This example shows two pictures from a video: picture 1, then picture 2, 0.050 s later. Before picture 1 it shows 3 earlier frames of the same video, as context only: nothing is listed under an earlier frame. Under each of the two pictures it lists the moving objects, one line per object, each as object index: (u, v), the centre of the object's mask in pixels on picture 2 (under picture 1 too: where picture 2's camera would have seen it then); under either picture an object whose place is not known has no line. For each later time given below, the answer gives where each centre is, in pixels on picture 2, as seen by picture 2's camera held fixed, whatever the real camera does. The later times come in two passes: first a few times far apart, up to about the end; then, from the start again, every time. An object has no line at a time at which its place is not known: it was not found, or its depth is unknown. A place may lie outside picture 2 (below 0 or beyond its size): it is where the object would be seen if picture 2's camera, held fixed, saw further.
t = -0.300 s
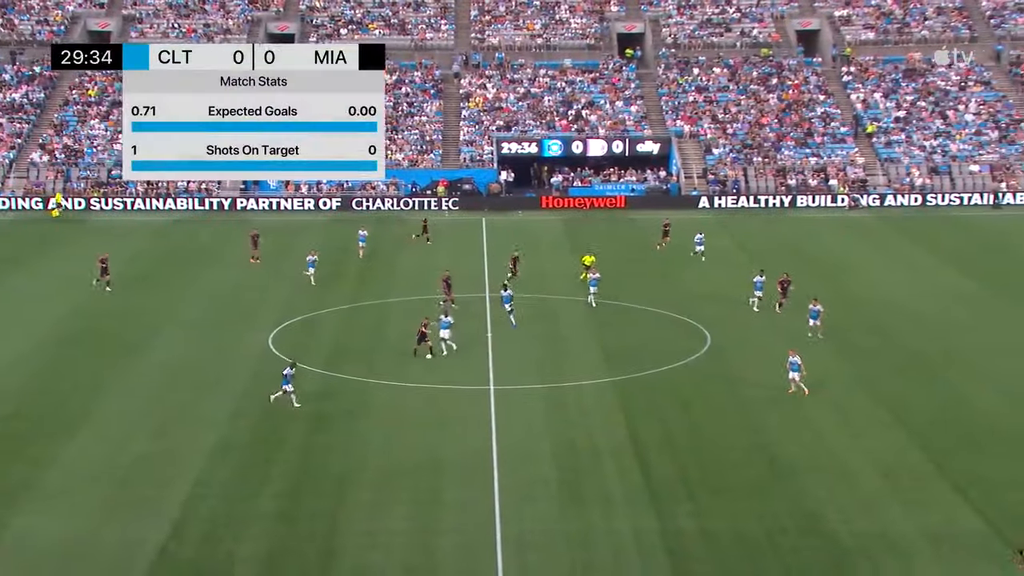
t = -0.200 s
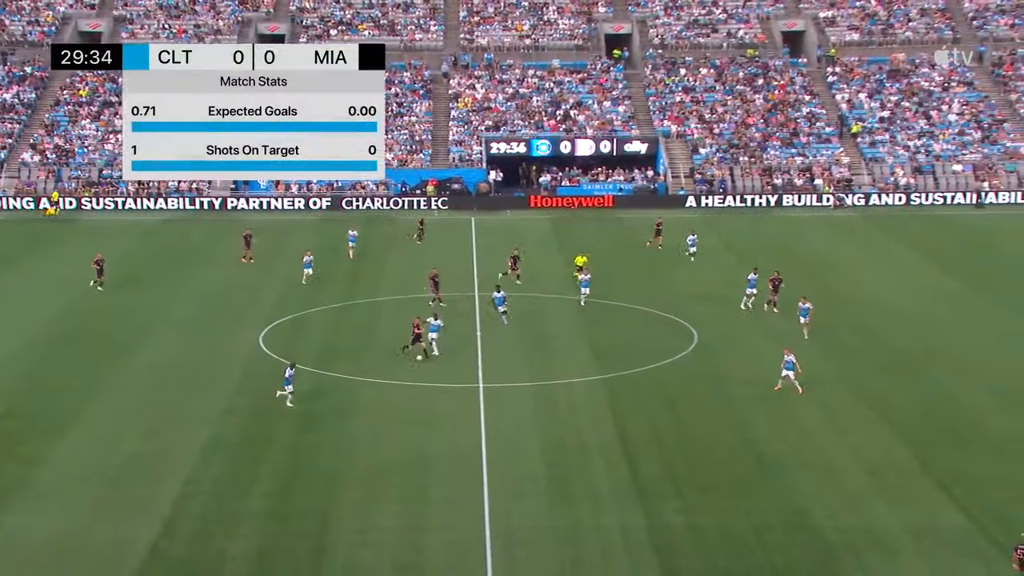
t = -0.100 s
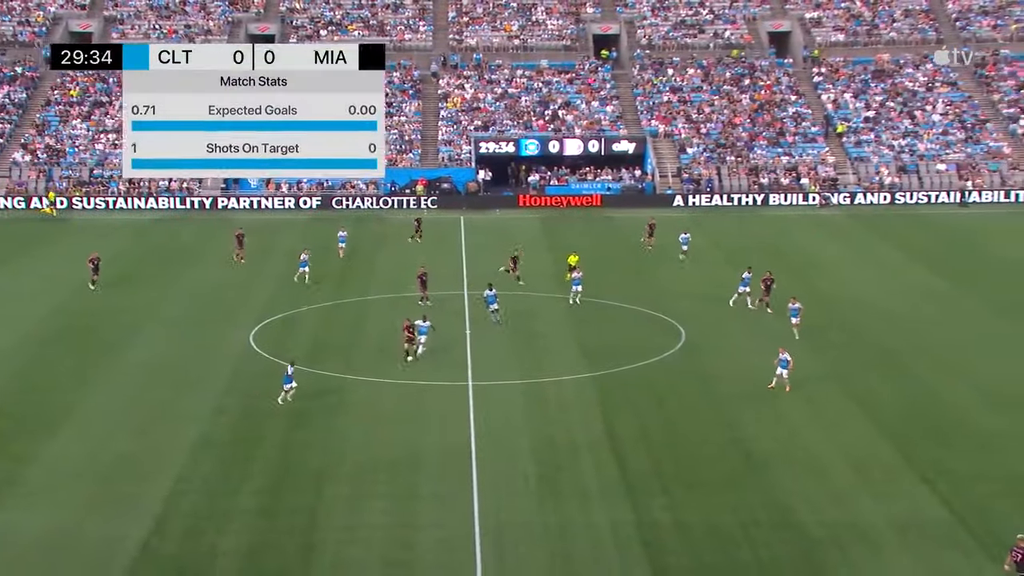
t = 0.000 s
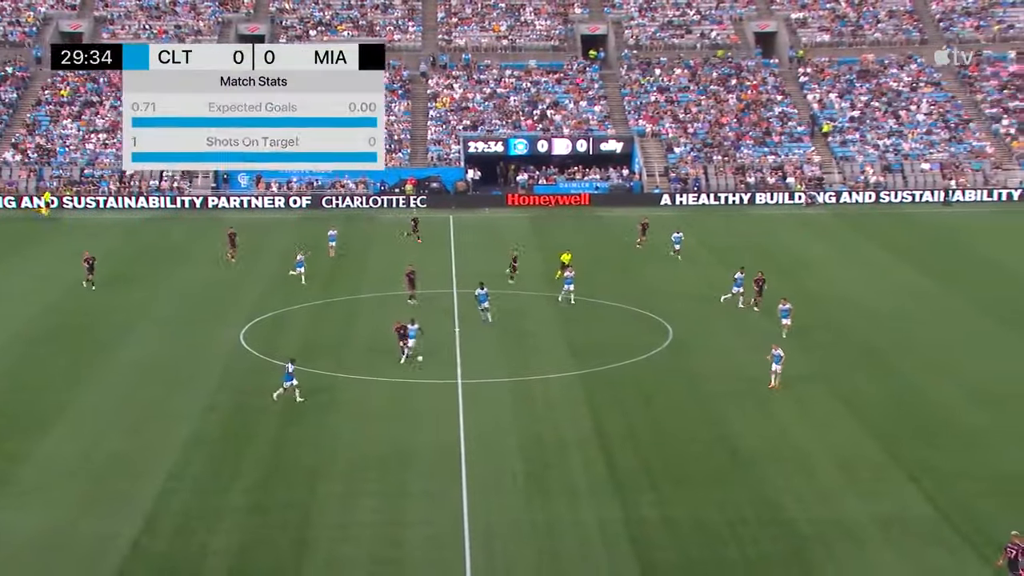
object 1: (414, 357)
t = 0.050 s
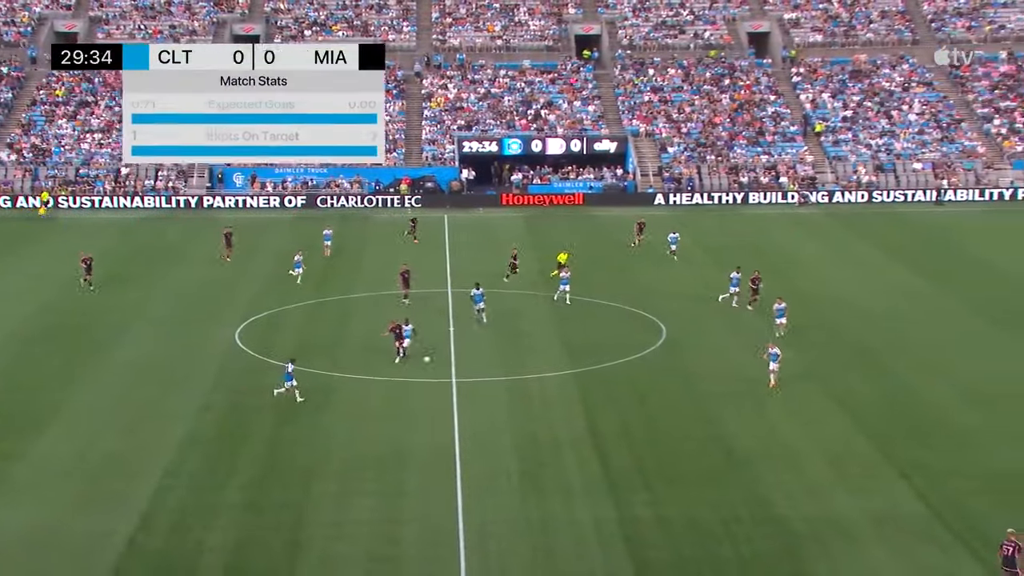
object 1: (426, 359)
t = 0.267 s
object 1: (481, 375)
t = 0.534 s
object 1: (557, 416)
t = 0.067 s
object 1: (430, 360)
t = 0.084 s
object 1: (434, 360)
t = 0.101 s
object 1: (438, 361)
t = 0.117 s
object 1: (442, 362)
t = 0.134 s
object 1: (447, 363)
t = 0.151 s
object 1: (450, 364)
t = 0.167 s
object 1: (456, 365)
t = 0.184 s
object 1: (459, 367)
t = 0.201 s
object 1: (463, 368)
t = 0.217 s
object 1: (468, 370)
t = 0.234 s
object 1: (472, 371)
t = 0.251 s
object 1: (476, 373)
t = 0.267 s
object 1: (481, 375)
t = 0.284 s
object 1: (485, 377)
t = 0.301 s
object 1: (489, 378)
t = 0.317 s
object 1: (494, 381)
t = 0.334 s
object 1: (499, 383)
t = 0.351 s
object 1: (503, 385)
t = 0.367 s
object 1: (508, 388)
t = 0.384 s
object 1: (513, 390)
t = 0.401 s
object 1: (517, 392)
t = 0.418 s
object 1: (522, 395)
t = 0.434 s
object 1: (526, 397)
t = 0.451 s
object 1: (531, 400)
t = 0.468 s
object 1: (537, 404)
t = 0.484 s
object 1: (541, 406)
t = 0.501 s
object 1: (546, 410)
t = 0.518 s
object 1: (551, 413)
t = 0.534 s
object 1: (557, 416)
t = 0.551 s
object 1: (562, 420)
